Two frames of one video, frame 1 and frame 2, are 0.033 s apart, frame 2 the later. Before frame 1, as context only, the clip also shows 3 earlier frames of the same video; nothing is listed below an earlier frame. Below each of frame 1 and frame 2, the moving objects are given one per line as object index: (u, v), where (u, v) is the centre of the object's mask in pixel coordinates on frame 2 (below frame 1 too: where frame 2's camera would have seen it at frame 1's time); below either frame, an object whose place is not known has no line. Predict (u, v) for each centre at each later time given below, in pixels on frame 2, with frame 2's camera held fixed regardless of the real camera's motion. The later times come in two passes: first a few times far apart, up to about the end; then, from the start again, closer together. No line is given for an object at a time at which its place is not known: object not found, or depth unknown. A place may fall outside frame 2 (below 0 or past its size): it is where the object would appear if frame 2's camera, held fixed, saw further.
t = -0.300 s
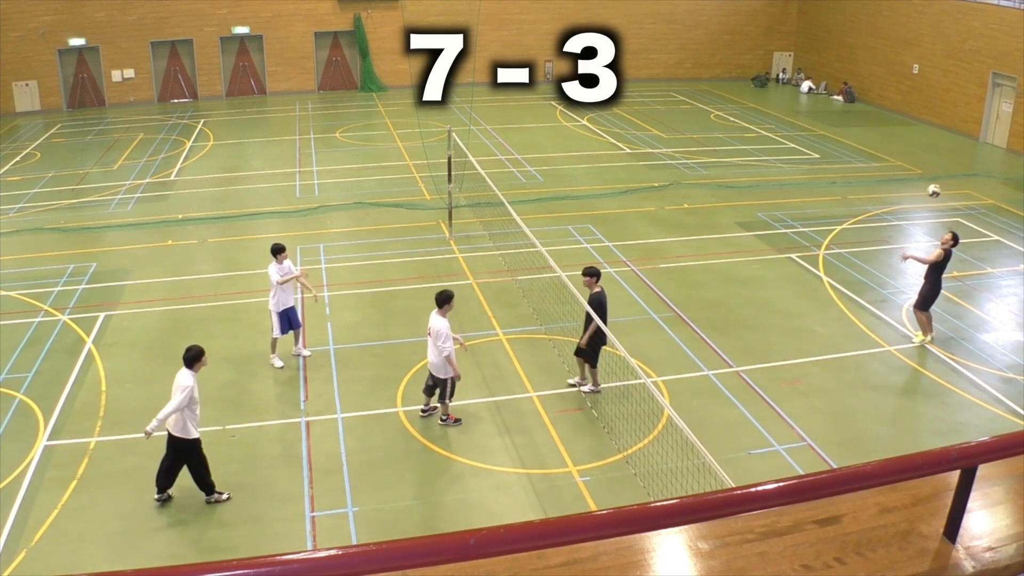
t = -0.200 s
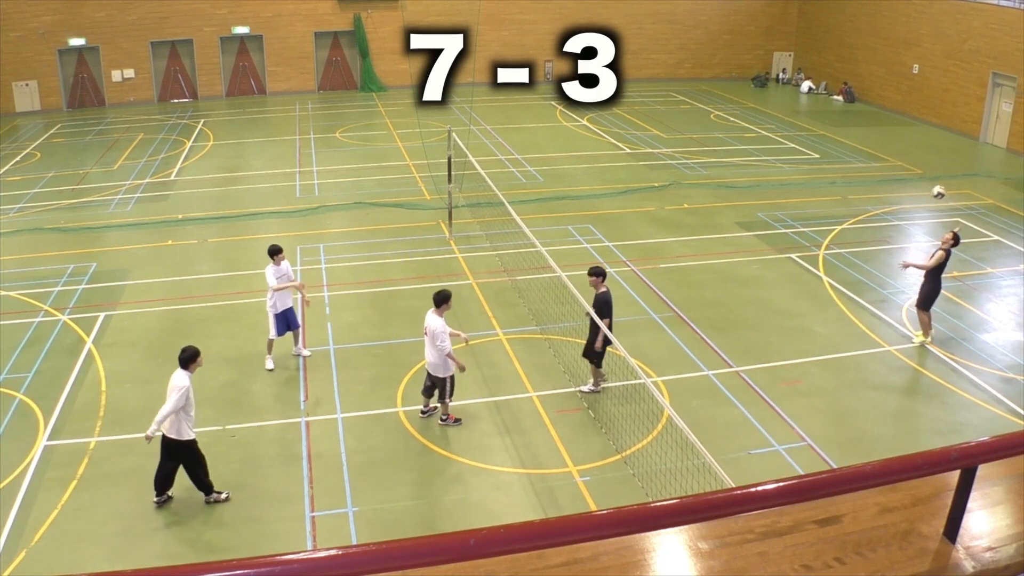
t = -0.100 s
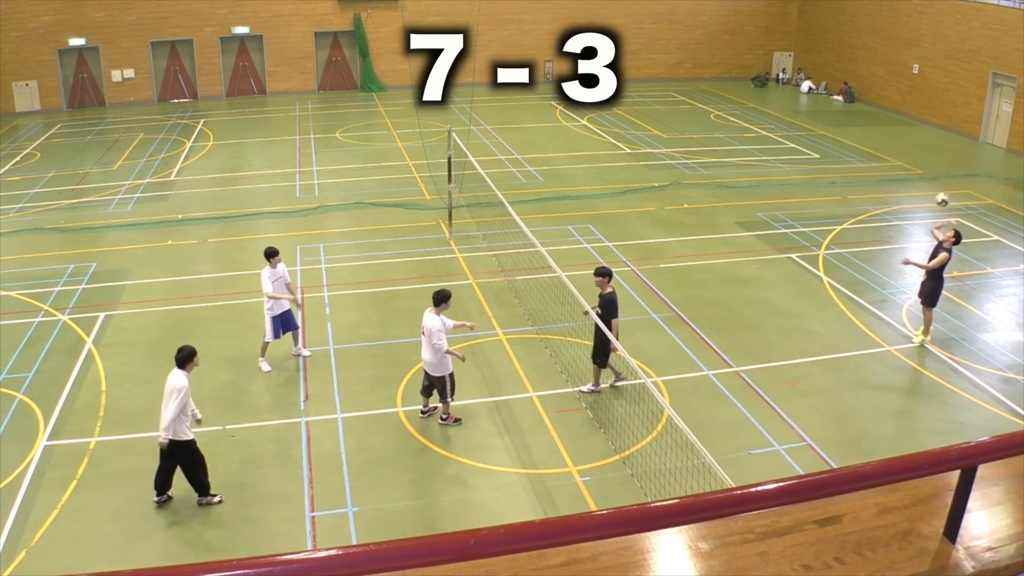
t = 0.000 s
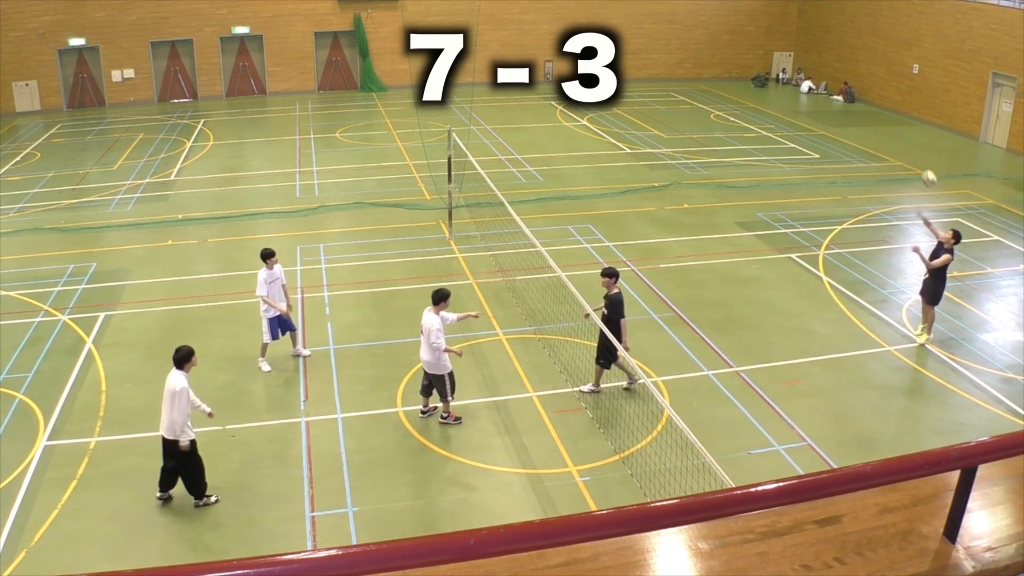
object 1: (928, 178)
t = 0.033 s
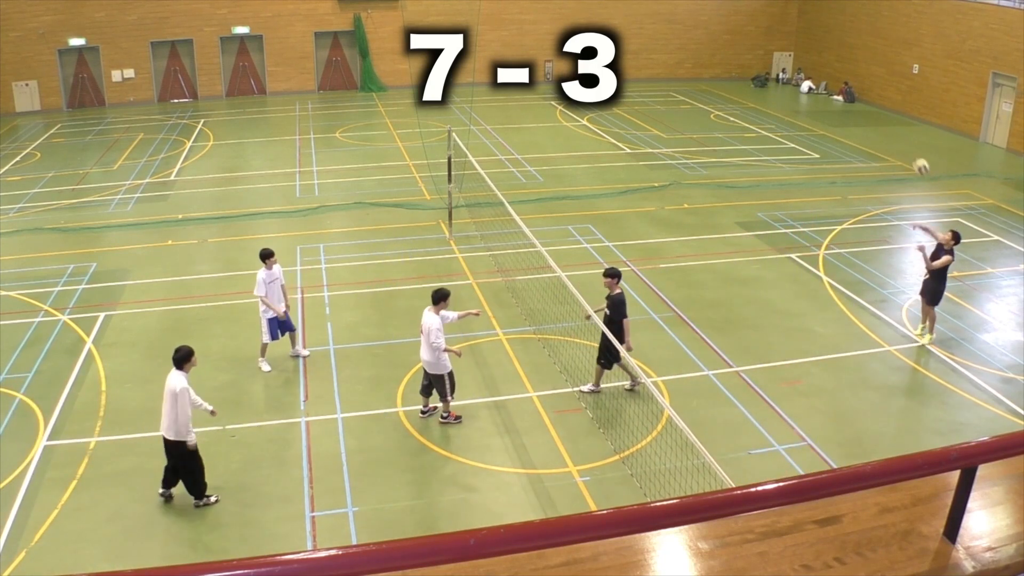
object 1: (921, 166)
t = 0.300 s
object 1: (848, 87)
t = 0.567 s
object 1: (756, 52)
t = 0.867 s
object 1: (638, 77)
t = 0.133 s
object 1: (895, 132)
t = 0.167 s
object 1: (887, 122)
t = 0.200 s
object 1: (877, 112)
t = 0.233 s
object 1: (867, 102)
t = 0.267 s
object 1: (858, 95)
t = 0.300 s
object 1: (848, 87)
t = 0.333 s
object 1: (837, 82)
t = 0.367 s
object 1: (826, 74)
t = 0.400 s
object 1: (816, 69)
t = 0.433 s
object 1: (805, 64)
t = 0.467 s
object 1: (794, 59)
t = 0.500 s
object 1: (780, 55)
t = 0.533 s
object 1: (768, 54)
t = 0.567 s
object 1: (756, 52)
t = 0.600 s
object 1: (744, 52)
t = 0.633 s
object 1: (731, 52)
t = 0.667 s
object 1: (718, 53)
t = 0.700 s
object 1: (706, 55)
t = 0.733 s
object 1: (693, 57)
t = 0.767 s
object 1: (679, 61)
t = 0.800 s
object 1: (665, 67)
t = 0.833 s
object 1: (651, 72)
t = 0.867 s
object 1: (638, 77)
